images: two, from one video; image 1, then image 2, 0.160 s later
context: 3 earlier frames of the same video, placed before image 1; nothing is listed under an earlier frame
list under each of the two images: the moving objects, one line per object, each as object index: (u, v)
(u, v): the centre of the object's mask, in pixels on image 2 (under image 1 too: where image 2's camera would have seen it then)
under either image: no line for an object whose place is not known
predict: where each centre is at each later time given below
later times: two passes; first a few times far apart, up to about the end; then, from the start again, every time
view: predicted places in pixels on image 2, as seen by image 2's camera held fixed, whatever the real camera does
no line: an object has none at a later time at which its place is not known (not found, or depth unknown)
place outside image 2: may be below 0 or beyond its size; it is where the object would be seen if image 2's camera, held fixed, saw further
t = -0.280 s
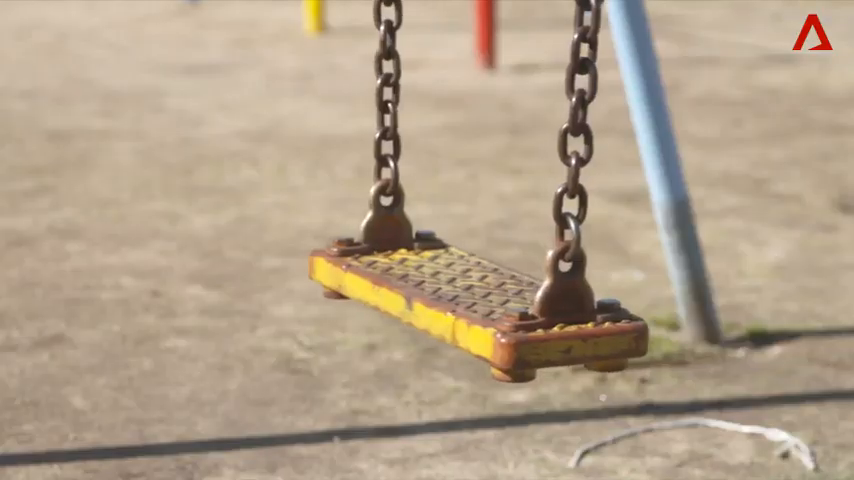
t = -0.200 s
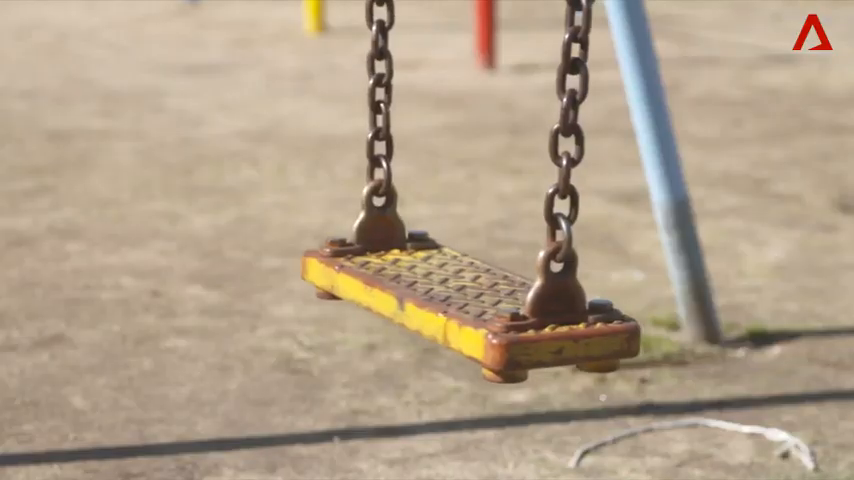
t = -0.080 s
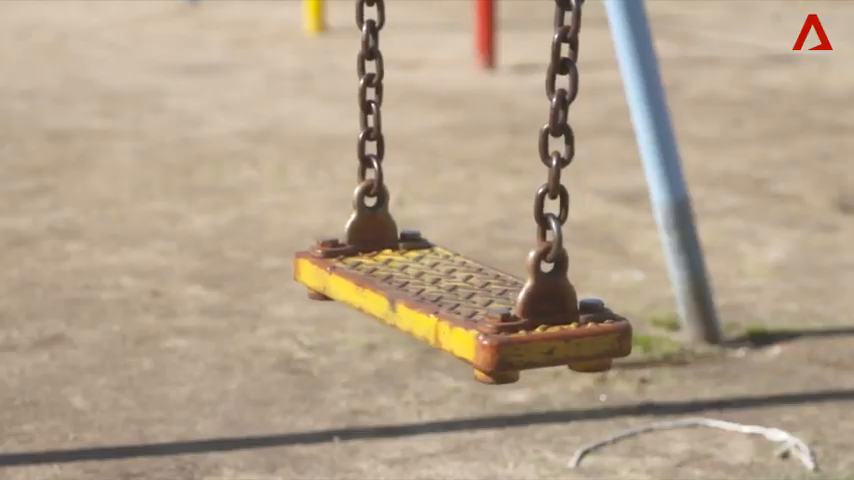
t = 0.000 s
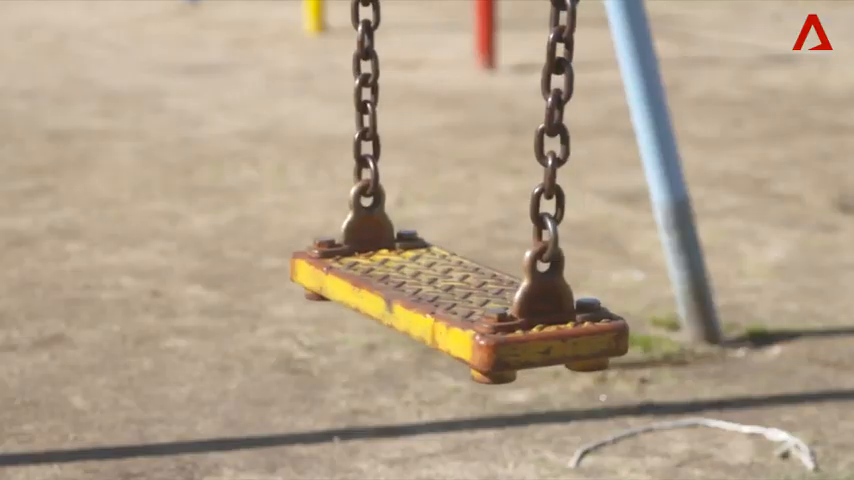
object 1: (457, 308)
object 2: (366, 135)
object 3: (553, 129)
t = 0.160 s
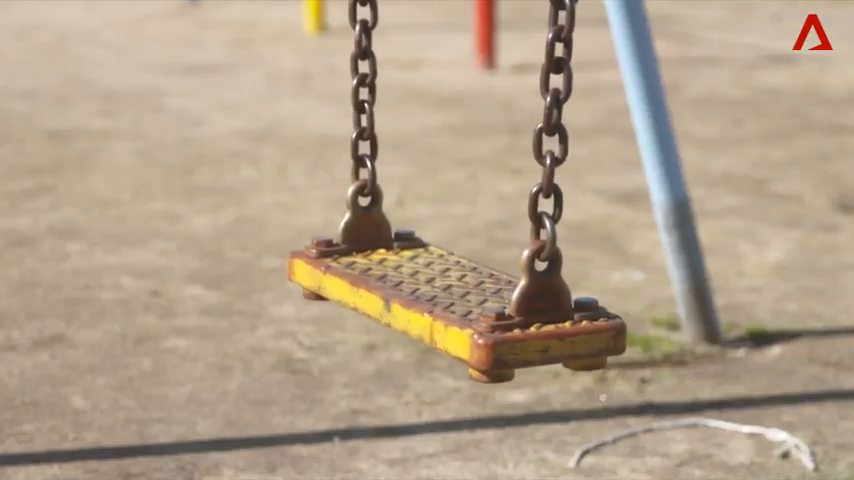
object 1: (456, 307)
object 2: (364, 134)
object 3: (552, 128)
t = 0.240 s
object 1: (457, 307)
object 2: (366, 134)
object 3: (555, 128)
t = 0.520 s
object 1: (480, 304)
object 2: (388, 132)
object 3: (580, 127)
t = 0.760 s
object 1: (519, 299)
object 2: (419, 131)
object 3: (613, 125)
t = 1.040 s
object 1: (559, 294)
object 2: (455, 129)
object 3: (649, 122)
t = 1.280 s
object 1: (575, 293)
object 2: (471, 129)
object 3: (669, 121)
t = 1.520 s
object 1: (575, 294)
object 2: (471, 129)
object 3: (670, 123)
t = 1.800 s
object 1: (555, 298)
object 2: (450, 130)
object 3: (648, 127)
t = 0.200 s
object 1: (456, 307)
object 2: (364, 135)
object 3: (553, 128)
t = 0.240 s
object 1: (457, 307)
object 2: (366, 134)
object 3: (555, 128)
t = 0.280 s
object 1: (459, 306)
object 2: (368, 135)
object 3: (557, 128)
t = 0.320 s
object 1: (461, 306)
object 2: (370, 134)
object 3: (560, 128)
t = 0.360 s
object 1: (463, 306)
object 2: (372, 134)
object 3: (563, 128)
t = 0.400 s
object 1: (467, 305)
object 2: (376, 134)
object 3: (567, 128)
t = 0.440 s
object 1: (471, 305)
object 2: (379, 133)
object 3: (571, 127)
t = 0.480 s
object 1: (476, 304)
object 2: (383, 132)
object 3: (575, 127)
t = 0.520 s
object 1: (480, 304)
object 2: (388, 132)
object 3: (580, 127)
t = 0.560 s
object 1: (486, 303)
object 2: (392, 132)
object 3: (585, 127)
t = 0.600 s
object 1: (492, 303)
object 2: (397, 132)
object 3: (590, 125)
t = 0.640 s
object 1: (499, 302)
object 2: (403, 132)
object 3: (596, 125)
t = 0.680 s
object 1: (505, 301)
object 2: (408, 131)
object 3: (601, 125)
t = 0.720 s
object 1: (512, 300)
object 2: (414, 131)
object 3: (607, 125)
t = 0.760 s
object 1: (519, 299)
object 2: (419, 131)
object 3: (613, 125)
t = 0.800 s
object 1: (525, 298)
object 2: (425, 130)
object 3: (619, 124)
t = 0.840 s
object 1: (531, 297)
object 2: (430, 130)
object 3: (624, 124)
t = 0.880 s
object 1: (537, 296)
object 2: (436, 129)
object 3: (629, 123)
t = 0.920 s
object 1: (543, 296)
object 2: (441, 129)
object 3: (635, 122)
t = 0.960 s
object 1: (549, 295)
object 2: (446, 130)
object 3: (640, 122)
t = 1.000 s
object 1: (554, 294)
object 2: (450, 129)
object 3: (644, 122)
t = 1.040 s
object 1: (559, 294)
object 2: (455, 129)
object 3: (649, 122)
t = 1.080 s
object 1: (563, 294)
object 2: (459, 129)
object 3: (653, 121)
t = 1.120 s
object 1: (566, 293)
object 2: (462, 129)
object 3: (657, 122)
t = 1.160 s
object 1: (569, 293)
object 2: (465, 129)
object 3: (661, 121)
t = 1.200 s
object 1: (572, 293)
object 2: (468, 129)
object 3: (664, 121)
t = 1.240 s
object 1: (573, 293)
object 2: (470, 129)
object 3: (667, 120)
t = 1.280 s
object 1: (575, 293)
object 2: (471, 129)
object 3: (669, 121)
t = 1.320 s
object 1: (576, 293)
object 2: (472, 129)
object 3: (670, 121)
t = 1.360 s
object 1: (577, 293)
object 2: (473, 129)
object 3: (671, 123)
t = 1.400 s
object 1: (577, 293)
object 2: (473, 129)
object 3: (672, 120)
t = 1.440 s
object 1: (577, 294)
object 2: (473, 129)
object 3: (672, 122)
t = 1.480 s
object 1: (576, 294)
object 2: (472, 130)
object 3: (671, 121)
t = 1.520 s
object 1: (575, 294)
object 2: (471, 129)
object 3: (670, 123)
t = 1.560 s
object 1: (574, 294)
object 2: (469, 129)
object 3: (668, 121)
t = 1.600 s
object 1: (572, 295)
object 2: (467, 129)
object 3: (666, 123)
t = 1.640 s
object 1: (569, 295)
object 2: (464, 129)
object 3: (663, 124)
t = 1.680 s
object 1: (566, 296)
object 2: (461, 129)
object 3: (660, 123)
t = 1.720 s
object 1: (563, 296)
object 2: (458, 130)
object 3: (657, 124)
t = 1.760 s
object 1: (559, 297)
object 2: (454, 130)
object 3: (652, 124)
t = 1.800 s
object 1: (555, 298)
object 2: (450, 130)
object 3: (648, 127)
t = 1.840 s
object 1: (549, 299)
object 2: (446, 129)
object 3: (643, 125)
